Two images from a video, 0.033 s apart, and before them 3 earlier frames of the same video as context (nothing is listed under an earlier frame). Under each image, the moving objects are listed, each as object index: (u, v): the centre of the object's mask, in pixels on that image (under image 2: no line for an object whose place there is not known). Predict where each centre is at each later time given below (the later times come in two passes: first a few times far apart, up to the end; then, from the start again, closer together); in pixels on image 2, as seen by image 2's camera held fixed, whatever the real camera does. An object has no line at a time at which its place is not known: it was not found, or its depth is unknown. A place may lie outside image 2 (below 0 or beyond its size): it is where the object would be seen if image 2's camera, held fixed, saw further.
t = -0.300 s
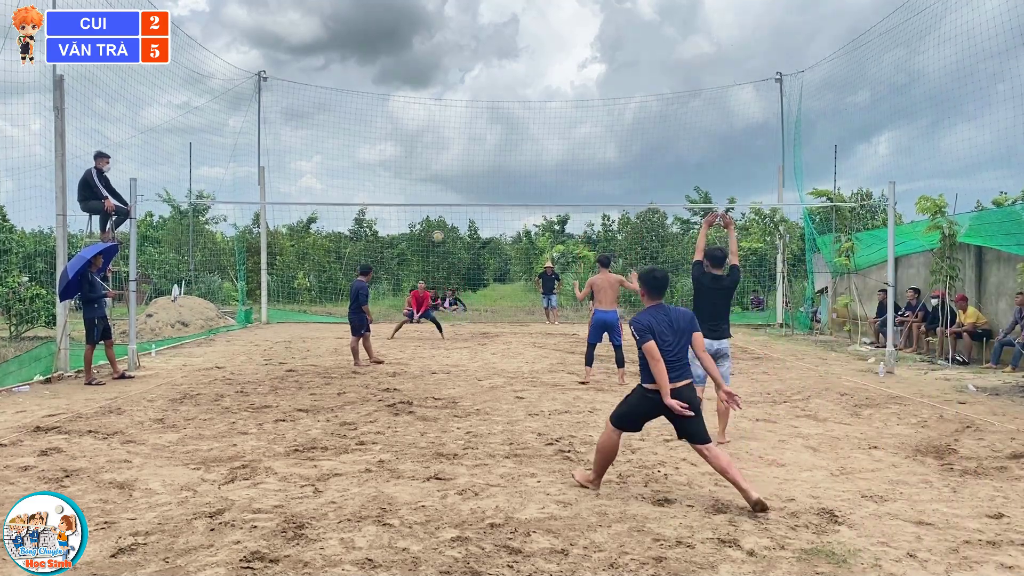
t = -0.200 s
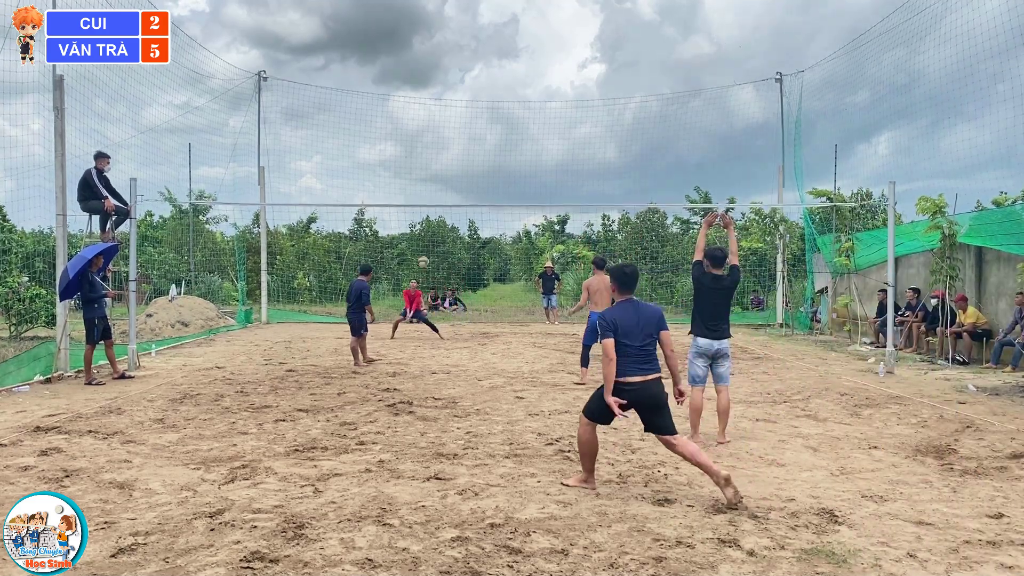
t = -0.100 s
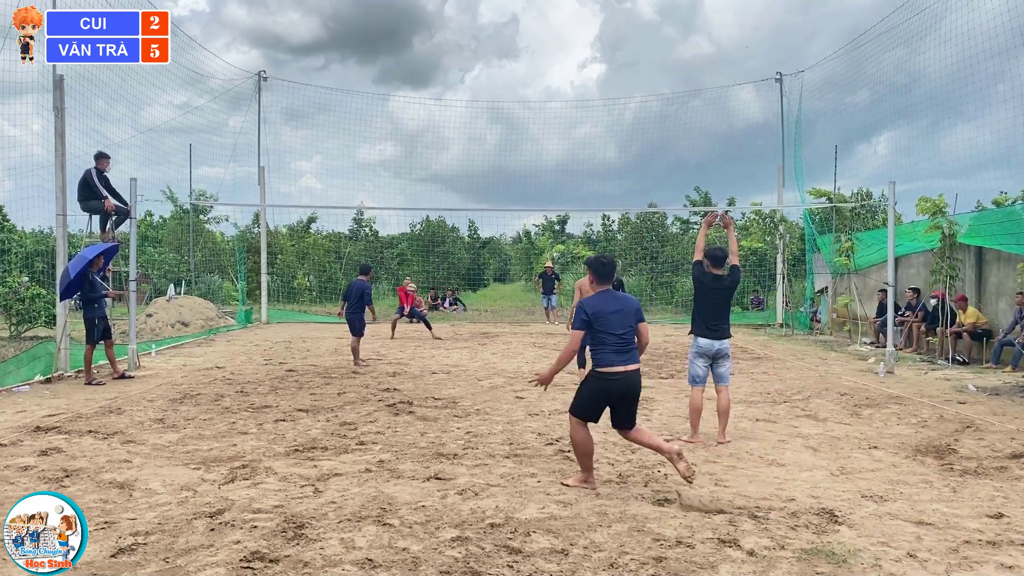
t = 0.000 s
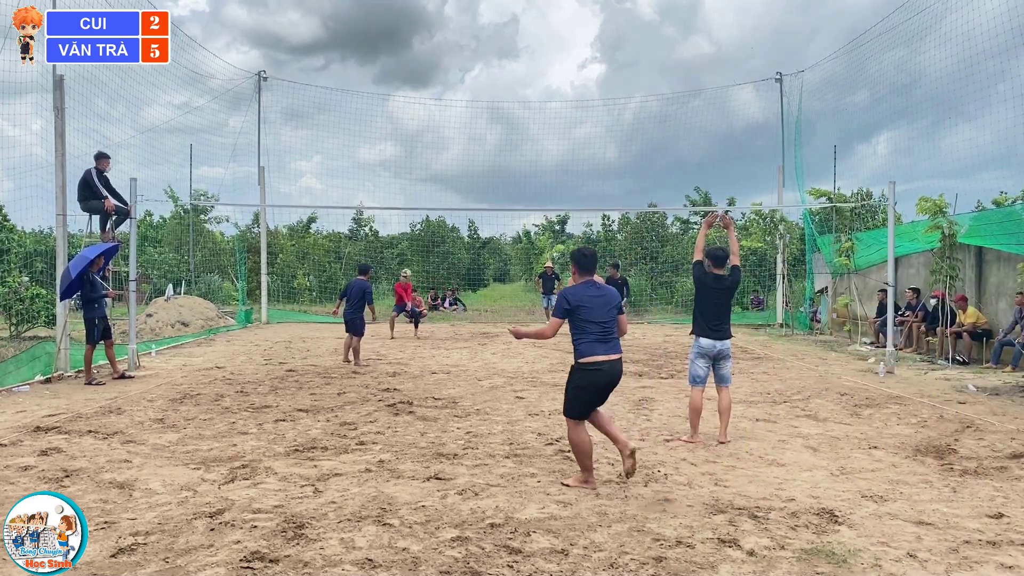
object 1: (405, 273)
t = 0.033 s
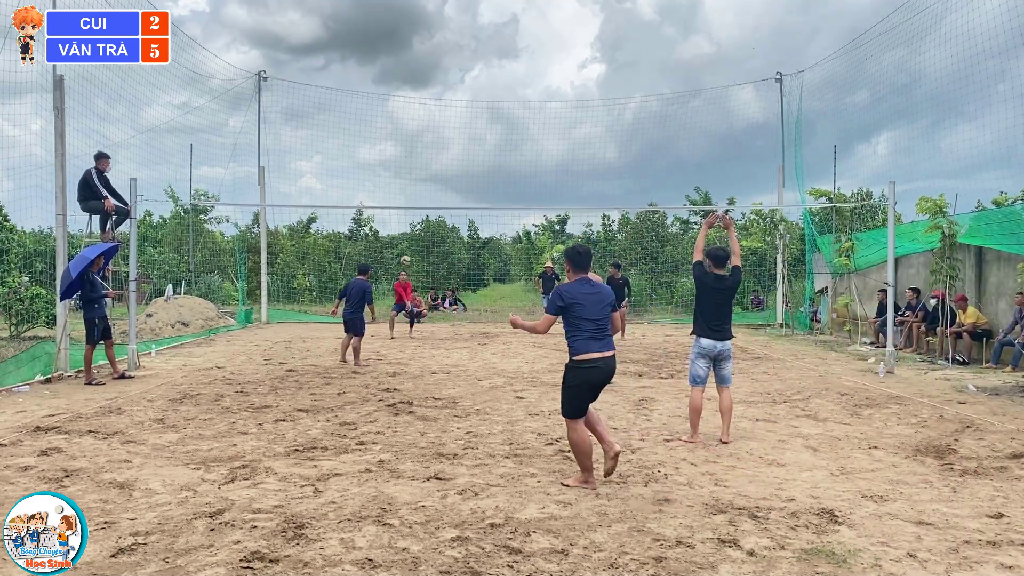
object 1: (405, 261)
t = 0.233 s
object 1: (399, 193)
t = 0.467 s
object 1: (391, 133)
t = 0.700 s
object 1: (380, 98)
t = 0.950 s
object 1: (368, 89)
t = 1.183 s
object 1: (356, 110)
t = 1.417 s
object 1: (343, 162)
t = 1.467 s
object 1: (340, 178)
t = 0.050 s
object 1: (405, 255)
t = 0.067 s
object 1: (405, 248)
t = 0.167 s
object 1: (401, 214)
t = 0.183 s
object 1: (401, 209)
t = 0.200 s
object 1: (400, 202)
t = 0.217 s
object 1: (400, 198)
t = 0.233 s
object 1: (399, 193)
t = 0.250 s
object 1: (399, 188)
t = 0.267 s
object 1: (398, 183)
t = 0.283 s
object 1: (397, 178)
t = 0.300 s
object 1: (397, 174)
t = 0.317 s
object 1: (396, 169)
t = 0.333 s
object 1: (396, 164)
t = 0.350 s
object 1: (395, 160)
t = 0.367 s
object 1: (395, 156)
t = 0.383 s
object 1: (394, 152)
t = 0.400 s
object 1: (393, 148)
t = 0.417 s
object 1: (393, 144)
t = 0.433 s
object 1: (392, 140)
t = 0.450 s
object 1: (391, 137)
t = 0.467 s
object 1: (391, 133)
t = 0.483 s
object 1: (390, 130)
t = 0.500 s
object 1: (389, 127)
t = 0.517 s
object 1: (389, 123)
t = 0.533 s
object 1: (388, 120)
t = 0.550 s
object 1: (387, 118)
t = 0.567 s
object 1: (386, 115)
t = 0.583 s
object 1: (385, 112)
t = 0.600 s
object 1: (385, 110)
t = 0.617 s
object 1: (384, 107)
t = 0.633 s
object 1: (384, 105)
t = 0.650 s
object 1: (383, 103)
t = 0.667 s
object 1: (382, 101)
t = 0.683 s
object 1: (381, 99)
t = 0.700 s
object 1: (380, 98)
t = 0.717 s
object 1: (380, 96)
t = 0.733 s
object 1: (379, 95)
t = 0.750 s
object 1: (378, 93)
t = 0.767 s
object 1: (377, 92)
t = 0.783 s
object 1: (376, 91)
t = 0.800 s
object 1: (376, 91)
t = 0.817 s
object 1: (375, 90)
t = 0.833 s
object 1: (374, 89)
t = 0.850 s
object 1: (373, 89)
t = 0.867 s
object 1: (373, 88)
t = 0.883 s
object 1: (372, 88)
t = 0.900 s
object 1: (371, 88)
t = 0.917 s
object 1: (370, 88)
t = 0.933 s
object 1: (369, 89)
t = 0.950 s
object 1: (368, 89)
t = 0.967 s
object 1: (367, 90)
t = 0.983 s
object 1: (367, 90)
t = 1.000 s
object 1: (366, 91)
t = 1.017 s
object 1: (365, 92)
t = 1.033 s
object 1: (364, 93)
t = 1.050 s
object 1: (363, 95)
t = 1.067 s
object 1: (362, 96)
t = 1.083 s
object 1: (361, 97)
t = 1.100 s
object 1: (361, 99)
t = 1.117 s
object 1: (359, 101)
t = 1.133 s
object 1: (359, 103)
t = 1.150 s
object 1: (358, 106)
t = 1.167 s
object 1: (357, 108)
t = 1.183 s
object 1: (356, 110)
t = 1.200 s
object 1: (355, 113)
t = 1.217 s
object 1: (354, 116)
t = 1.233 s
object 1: (353, 119)
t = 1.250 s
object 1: (352, 122)
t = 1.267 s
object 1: (351, 125)
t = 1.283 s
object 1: (350, 129)
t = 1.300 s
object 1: (349, 133)
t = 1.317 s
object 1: (348, 136)
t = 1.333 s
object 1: (347, 140)
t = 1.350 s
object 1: (346, 144)
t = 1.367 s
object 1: (346, 149)
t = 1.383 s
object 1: (344, 153)
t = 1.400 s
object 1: (344, 158)
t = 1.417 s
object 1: (343, 162)
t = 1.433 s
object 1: (342, 167)
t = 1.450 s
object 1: (341, 173)
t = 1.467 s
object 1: (340, 178)
